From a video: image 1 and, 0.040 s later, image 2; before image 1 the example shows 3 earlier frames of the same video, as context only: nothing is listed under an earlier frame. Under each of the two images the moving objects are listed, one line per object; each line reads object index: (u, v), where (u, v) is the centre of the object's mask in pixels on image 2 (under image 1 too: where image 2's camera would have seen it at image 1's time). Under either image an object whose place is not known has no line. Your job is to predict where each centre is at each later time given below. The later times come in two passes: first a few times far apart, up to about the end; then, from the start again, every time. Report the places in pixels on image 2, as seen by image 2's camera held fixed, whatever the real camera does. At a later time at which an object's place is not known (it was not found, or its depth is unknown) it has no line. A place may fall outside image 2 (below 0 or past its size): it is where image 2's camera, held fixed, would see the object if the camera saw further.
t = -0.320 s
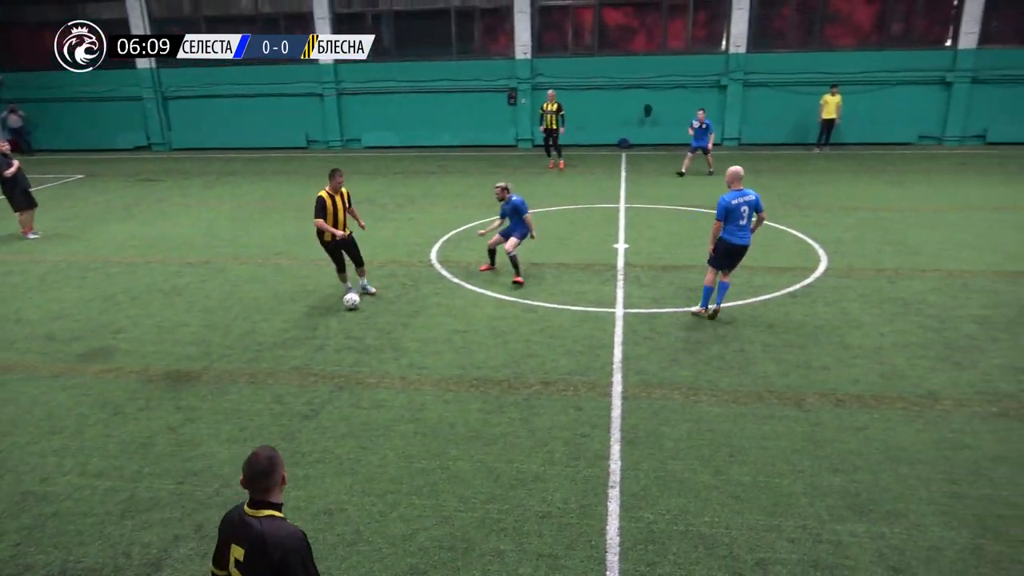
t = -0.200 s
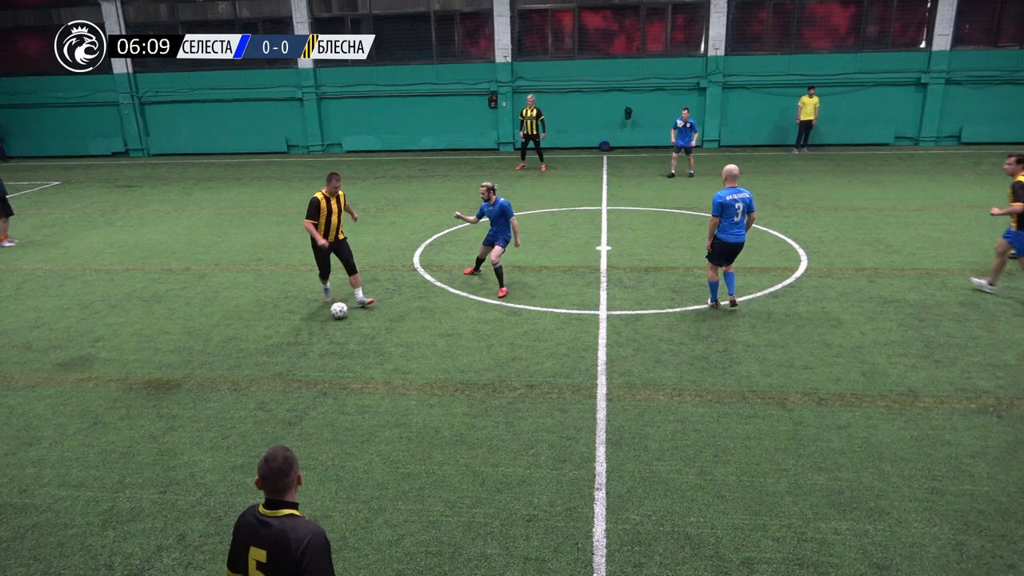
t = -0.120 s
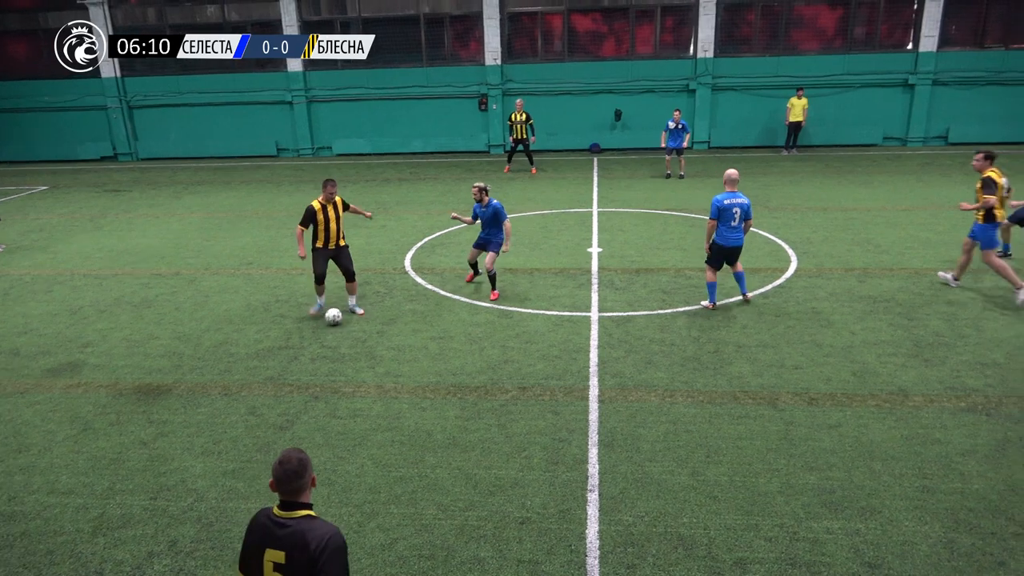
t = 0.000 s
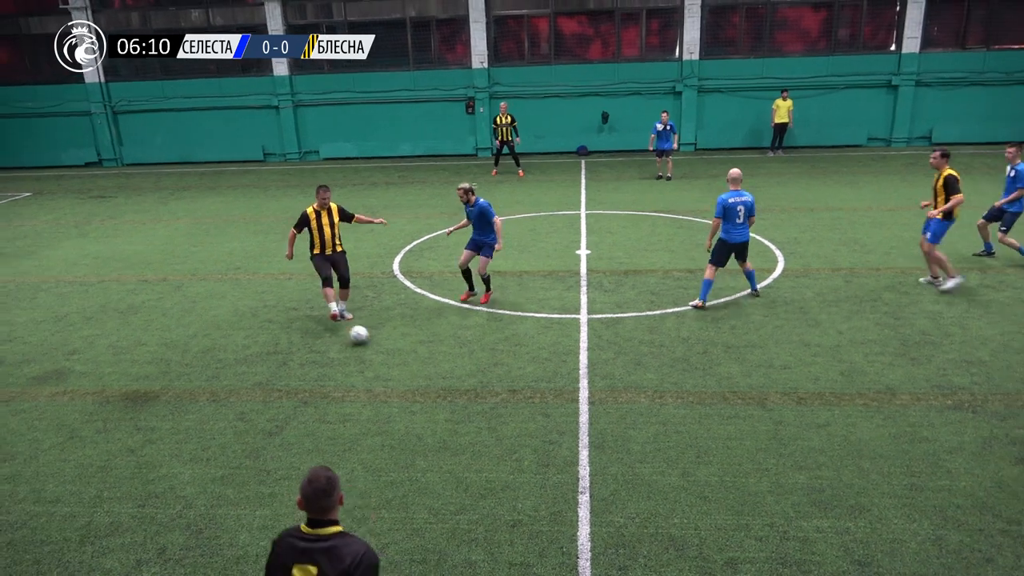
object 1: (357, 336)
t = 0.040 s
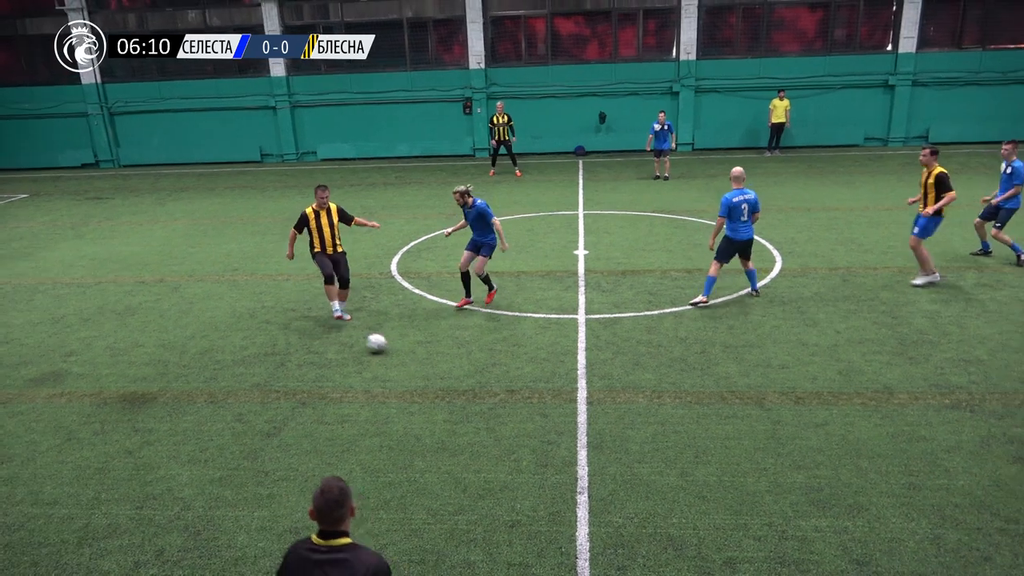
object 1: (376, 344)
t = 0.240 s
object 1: (476, 379)
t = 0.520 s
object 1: (630, 432)
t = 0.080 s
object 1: (395, 350)
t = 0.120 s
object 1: (416, 357)
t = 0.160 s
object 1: (436, 365)
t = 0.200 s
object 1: (455, 371)
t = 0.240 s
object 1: (476, 379)
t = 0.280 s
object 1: (496, 386)
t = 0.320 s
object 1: (517, 390)
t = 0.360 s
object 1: (538, 399)
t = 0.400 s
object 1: (560, 409)
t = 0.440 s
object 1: (582, 416)
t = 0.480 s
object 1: (606, 424)
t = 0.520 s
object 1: (630, 432)
